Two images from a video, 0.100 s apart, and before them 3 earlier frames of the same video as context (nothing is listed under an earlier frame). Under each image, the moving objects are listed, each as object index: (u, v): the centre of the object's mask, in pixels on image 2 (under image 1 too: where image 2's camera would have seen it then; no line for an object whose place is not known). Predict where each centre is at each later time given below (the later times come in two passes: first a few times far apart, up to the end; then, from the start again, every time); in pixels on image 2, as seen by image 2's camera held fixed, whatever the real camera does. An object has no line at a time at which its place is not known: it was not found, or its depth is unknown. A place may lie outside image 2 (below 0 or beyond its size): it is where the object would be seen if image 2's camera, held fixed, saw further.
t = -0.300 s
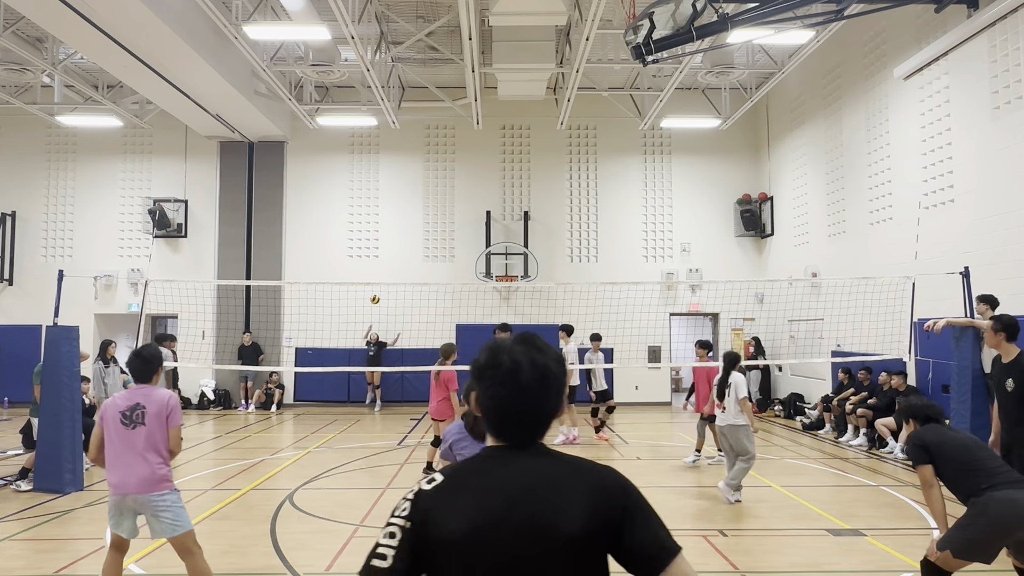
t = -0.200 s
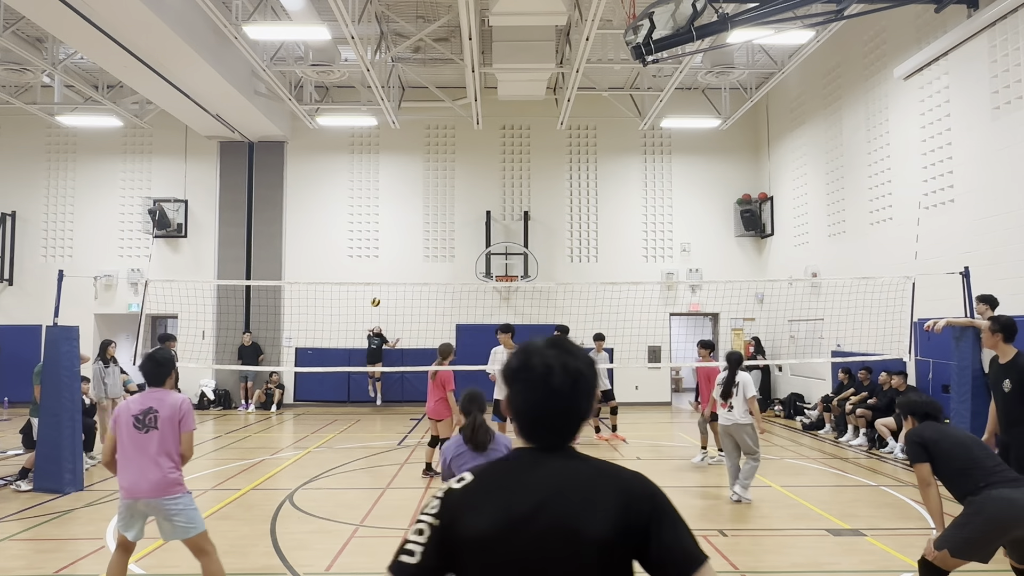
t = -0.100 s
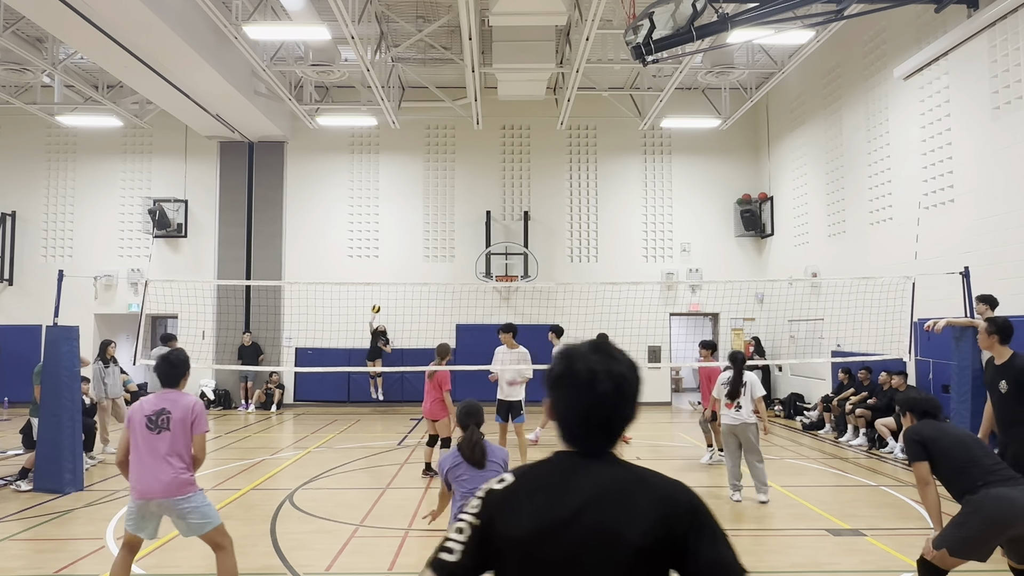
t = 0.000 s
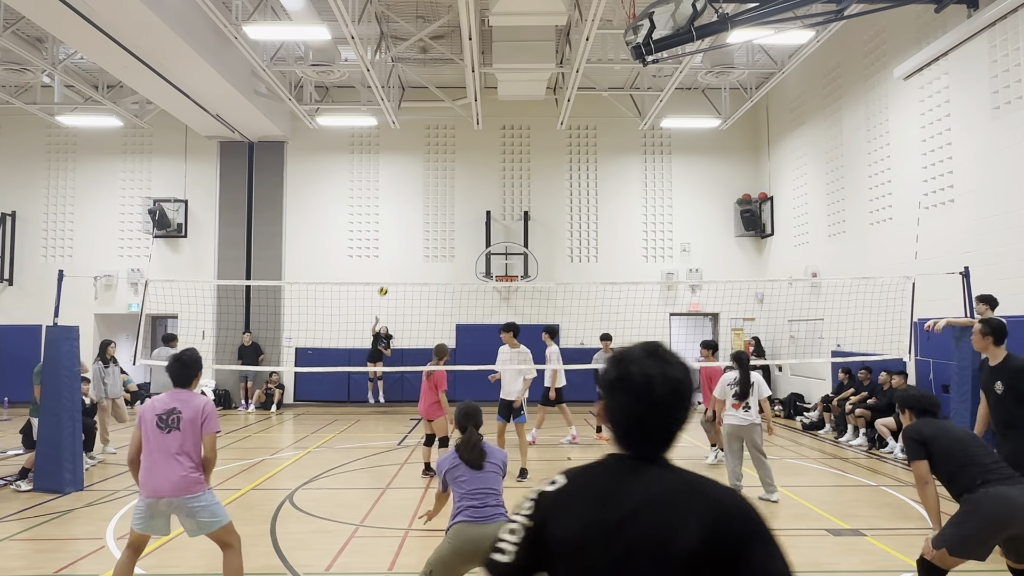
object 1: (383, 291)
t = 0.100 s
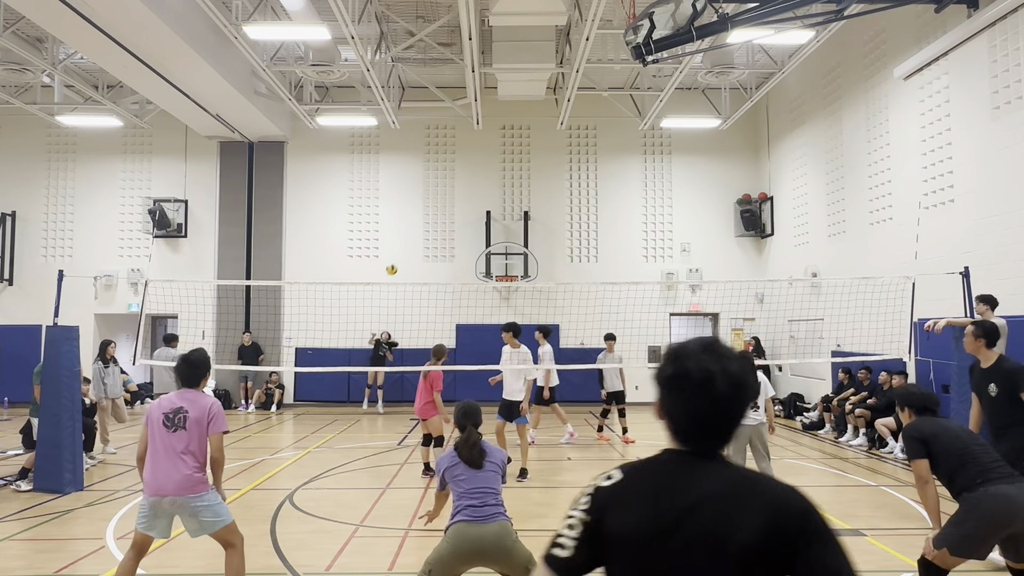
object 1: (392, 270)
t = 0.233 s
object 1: (407, 246)
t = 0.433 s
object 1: (437, 221)
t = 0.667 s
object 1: (503, 226)
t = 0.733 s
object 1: (534, 240)
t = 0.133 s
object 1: (395, 263)
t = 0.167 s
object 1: (399, 257)
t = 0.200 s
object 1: (403, 251)
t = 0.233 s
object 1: (407, 246)
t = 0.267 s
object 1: (412, 241)
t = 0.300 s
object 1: (416, 236)
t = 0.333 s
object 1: (420, 231)
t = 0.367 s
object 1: (425, 227)
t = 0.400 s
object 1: (431, 224)
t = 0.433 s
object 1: (437, 221)
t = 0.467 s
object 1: (444, 219)
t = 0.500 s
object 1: (452, 217)
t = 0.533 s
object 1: (460, 217)
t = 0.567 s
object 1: (469, 217)
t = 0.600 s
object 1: (479, 219)
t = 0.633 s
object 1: (490, 222)
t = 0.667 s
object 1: (503, 226)
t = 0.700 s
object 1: (517, 232)
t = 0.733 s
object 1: (534, 240)
